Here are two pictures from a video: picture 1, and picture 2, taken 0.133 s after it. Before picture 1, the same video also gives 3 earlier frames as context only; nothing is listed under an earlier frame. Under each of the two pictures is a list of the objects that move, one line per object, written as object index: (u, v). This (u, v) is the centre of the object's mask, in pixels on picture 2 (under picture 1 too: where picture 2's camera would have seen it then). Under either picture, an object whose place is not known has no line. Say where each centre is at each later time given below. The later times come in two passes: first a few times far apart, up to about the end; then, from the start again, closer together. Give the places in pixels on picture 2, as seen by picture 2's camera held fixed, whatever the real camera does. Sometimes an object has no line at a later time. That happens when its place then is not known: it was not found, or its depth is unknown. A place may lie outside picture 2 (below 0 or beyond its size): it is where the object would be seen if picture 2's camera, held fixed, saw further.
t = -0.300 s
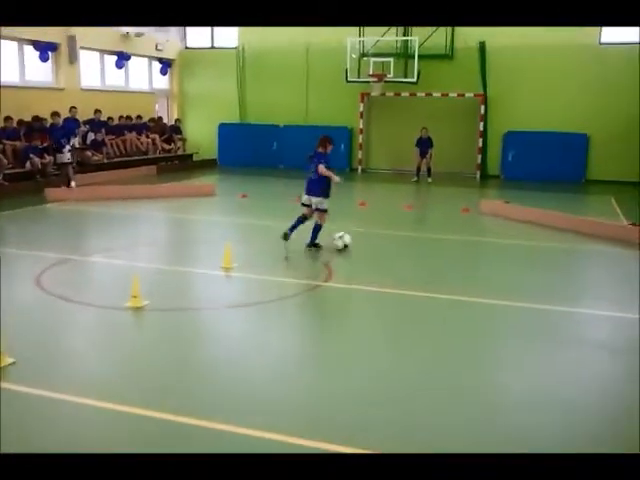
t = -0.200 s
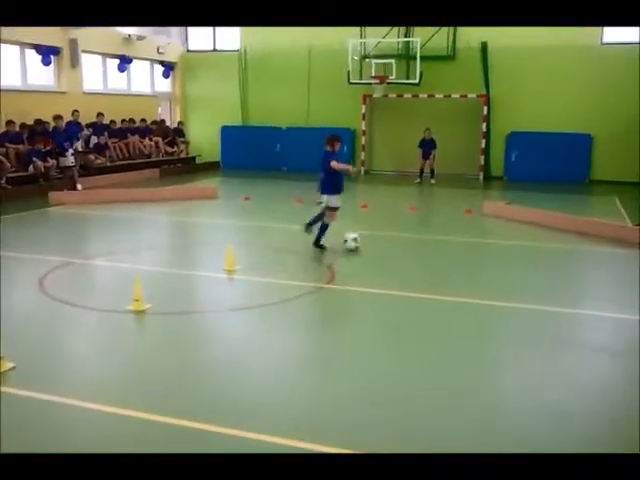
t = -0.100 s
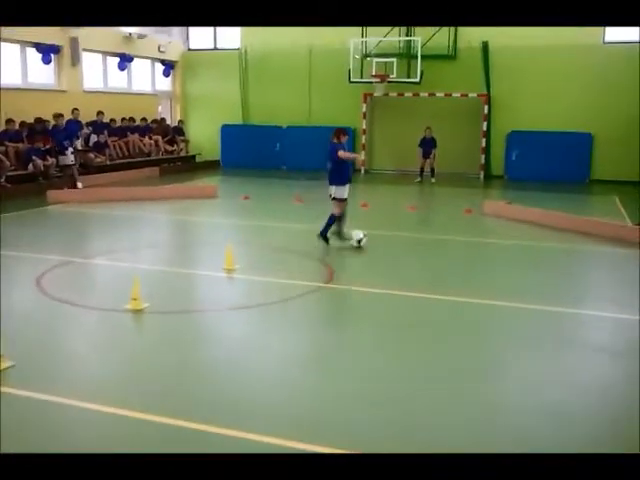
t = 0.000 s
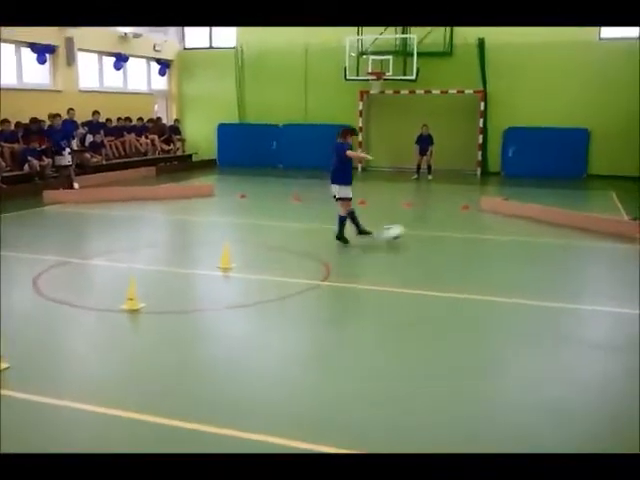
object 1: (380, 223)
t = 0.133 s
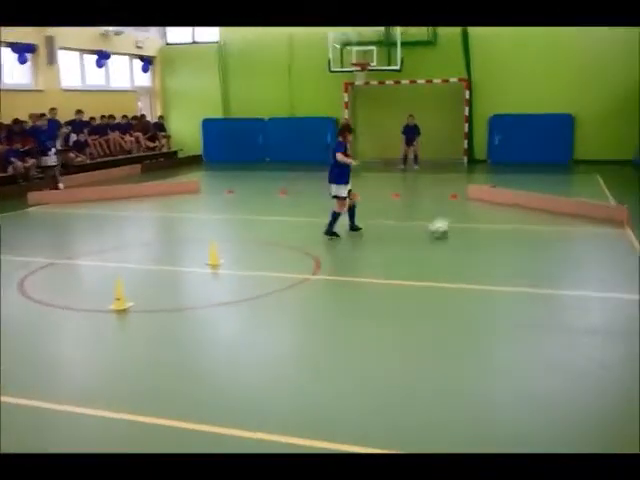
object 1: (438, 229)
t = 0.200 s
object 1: (462, 226)
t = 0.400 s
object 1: (523, 227)
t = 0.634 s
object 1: (579, 227)
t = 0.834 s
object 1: (625, 225)
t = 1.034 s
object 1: (670, 223)
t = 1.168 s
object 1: (694, 222)
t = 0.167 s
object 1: (451, 226)
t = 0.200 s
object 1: (462, 226)
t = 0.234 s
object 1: (475, 227)
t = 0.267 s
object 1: (486, 229)
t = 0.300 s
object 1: (496, 227)
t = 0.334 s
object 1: (504, 227)
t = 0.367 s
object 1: (513, 227)
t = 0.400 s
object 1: (523, 227)
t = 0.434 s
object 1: (531, 228)
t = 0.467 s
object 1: (538, 228)
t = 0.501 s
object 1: (547, 228)
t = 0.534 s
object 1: (555, 226)
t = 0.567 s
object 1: (565, 226)
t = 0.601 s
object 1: (571, 226)
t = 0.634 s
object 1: (579, 227)
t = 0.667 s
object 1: (587, 226)
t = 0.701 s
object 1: (595, 227)
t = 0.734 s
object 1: (602, 226)
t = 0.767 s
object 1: (609, 226)
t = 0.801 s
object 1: (617, 225)
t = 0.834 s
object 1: (625, 225)
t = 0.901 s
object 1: (639, 224)
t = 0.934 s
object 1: (648, 224)
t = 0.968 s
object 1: (654, 224)
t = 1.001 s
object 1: (662, 223)
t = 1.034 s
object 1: (670, 223)
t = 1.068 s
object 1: (677, 222)
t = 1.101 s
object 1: (683, 222)
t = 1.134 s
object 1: (689, 221)
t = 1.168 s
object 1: (694, 222)
